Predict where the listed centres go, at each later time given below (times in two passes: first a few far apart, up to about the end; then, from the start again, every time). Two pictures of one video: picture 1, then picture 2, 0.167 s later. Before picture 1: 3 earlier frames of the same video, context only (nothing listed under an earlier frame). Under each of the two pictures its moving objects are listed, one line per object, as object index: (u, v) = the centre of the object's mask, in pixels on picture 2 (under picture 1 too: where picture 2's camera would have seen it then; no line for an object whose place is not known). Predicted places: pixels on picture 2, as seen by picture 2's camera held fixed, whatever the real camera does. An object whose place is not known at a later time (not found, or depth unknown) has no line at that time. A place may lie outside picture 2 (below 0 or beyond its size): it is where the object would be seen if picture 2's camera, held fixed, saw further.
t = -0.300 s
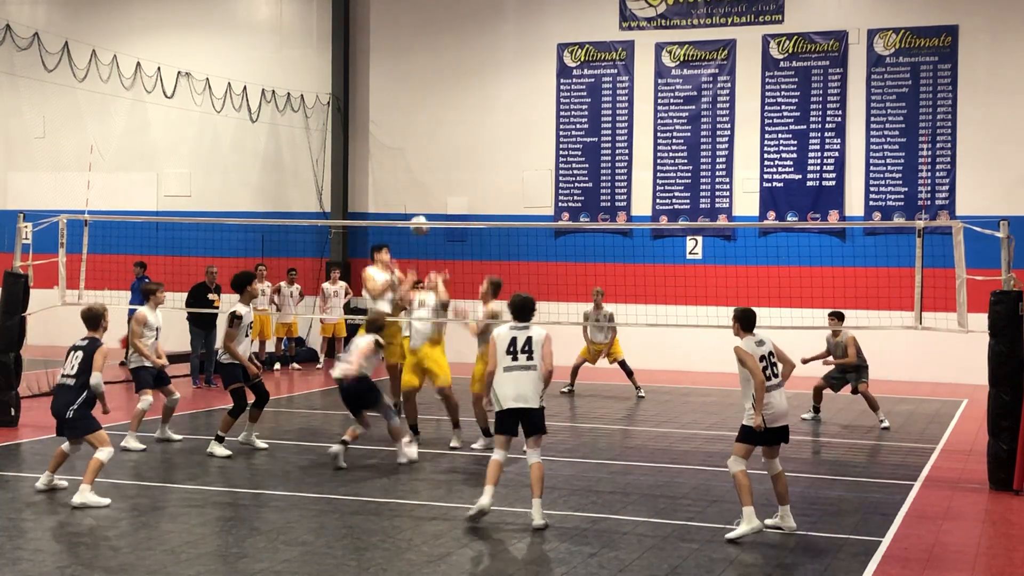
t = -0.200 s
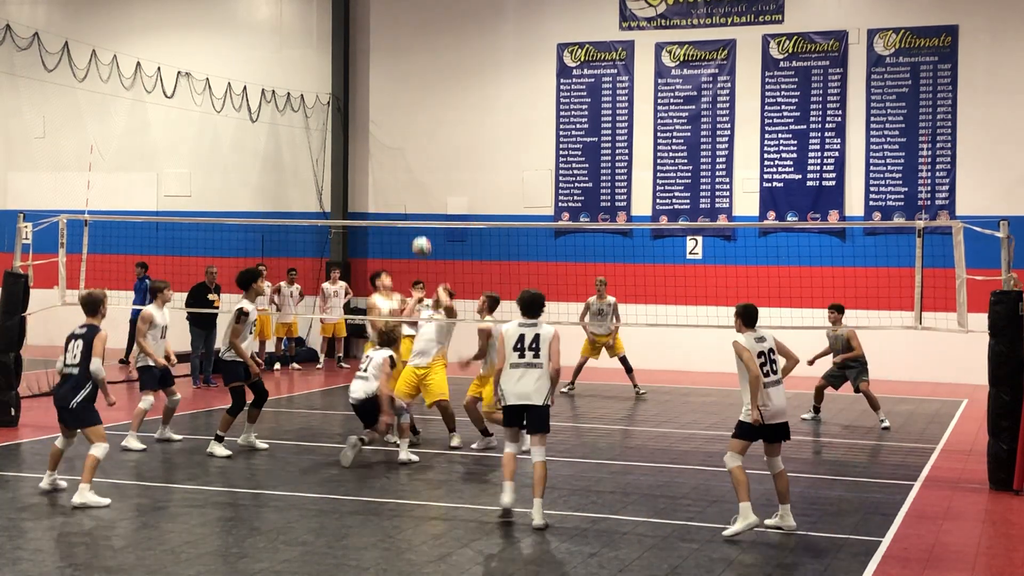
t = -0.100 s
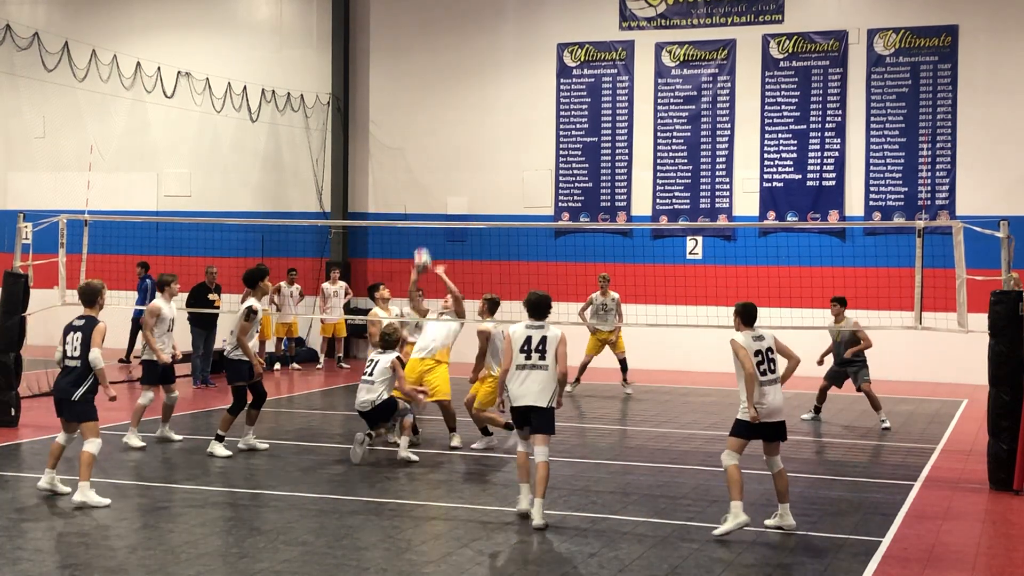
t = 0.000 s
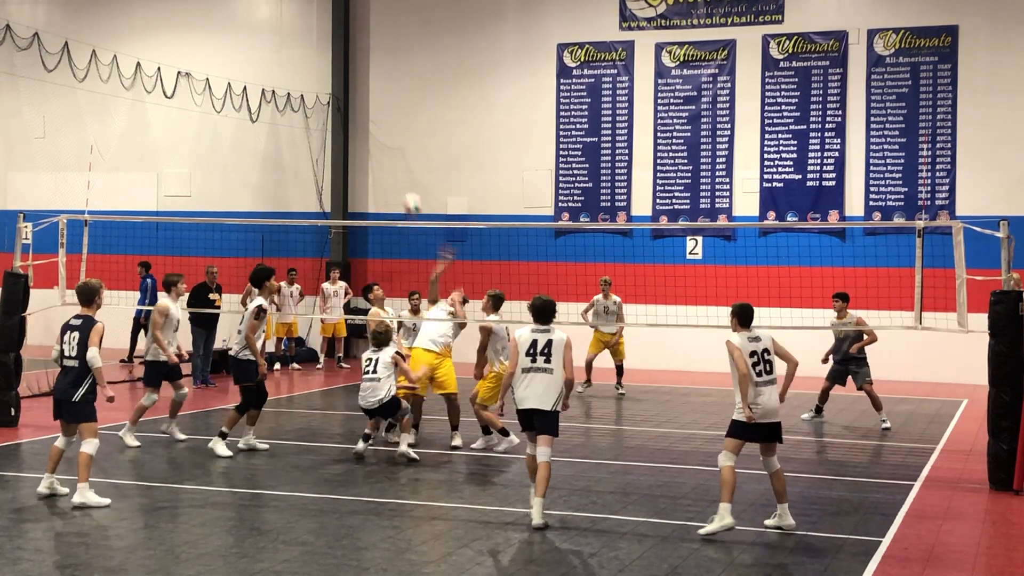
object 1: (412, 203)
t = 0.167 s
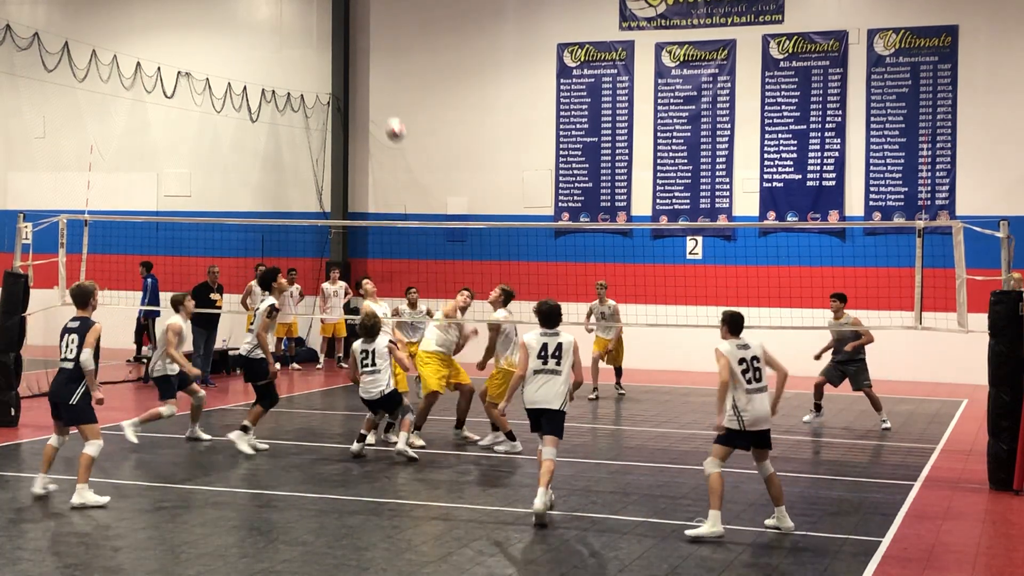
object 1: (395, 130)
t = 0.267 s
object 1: (384, 96)
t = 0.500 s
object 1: (358, 50)
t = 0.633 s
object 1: (342, 49)
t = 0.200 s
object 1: (391, 117)
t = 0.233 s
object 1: (388, 106)
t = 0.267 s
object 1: (384, 96)
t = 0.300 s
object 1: (380, 86)
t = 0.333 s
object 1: (376, 77)
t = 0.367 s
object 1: (373, 70)
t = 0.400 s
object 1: (369, 64)
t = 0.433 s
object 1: (365, 58)
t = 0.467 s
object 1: (361, 54)
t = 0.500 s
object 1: (358, 50)
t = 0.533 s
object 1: (354, 49)
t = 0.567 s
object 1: (350, 48)
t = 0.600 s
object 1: (346, 47)
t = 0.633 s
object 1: (342, 49)
